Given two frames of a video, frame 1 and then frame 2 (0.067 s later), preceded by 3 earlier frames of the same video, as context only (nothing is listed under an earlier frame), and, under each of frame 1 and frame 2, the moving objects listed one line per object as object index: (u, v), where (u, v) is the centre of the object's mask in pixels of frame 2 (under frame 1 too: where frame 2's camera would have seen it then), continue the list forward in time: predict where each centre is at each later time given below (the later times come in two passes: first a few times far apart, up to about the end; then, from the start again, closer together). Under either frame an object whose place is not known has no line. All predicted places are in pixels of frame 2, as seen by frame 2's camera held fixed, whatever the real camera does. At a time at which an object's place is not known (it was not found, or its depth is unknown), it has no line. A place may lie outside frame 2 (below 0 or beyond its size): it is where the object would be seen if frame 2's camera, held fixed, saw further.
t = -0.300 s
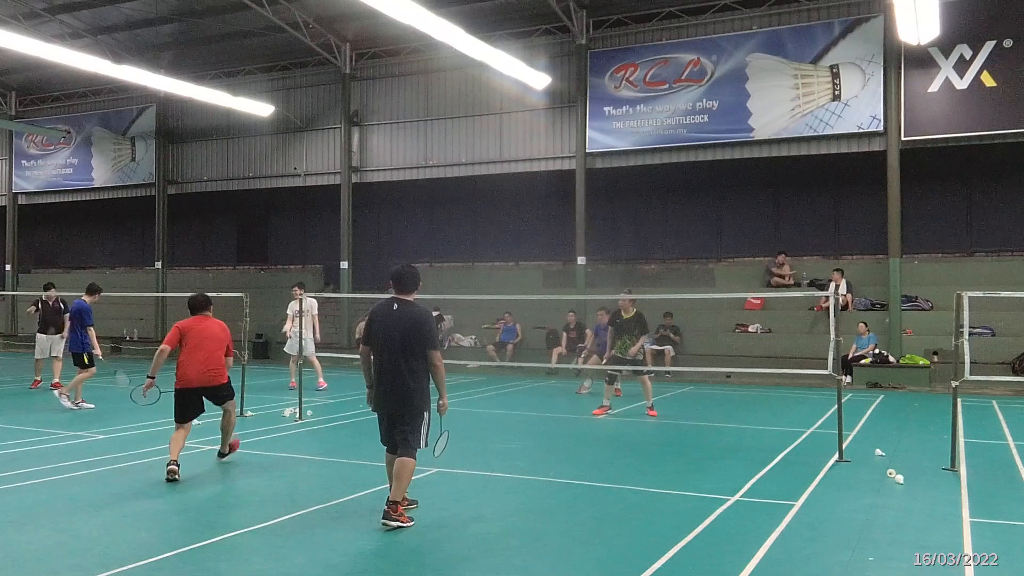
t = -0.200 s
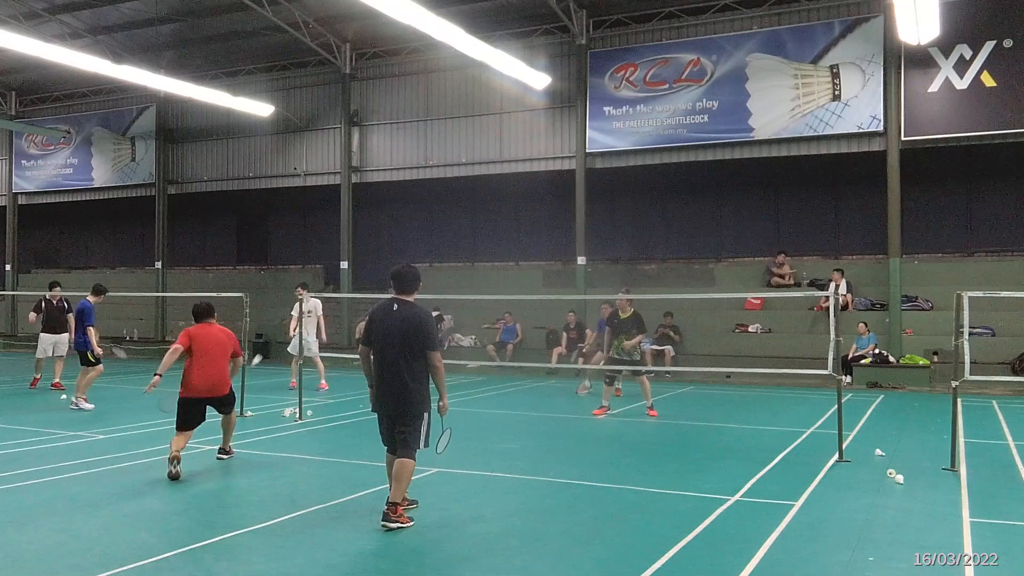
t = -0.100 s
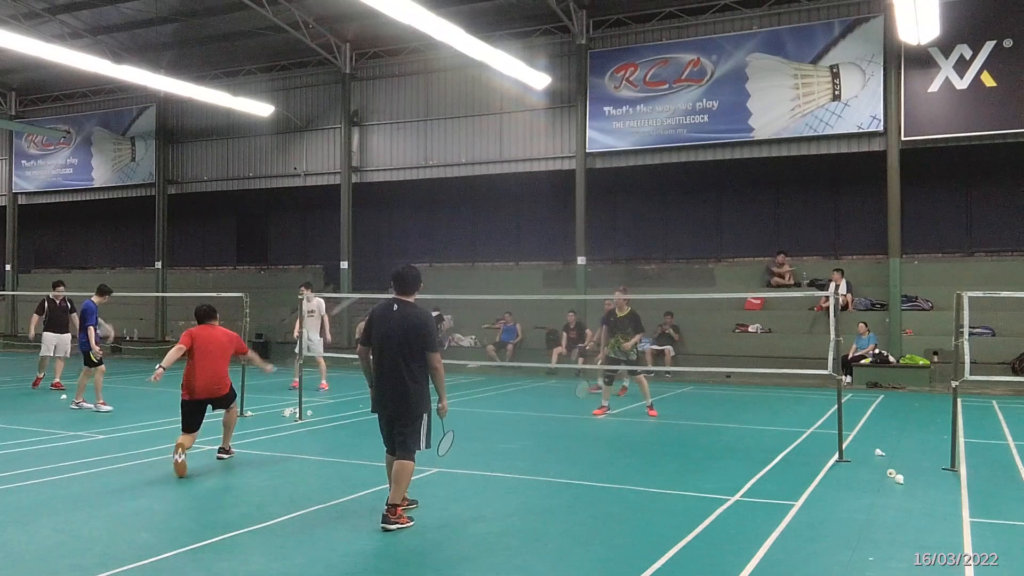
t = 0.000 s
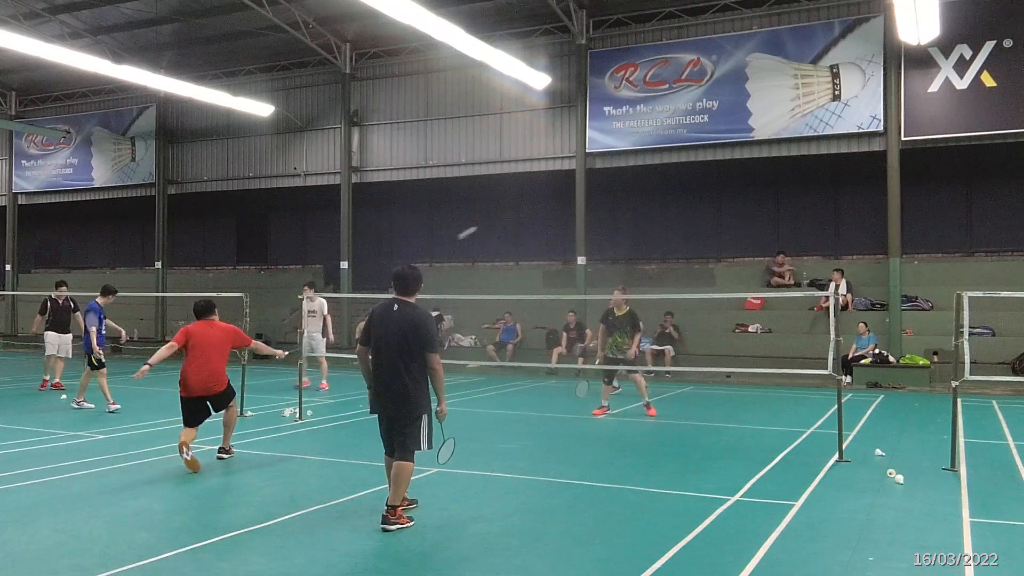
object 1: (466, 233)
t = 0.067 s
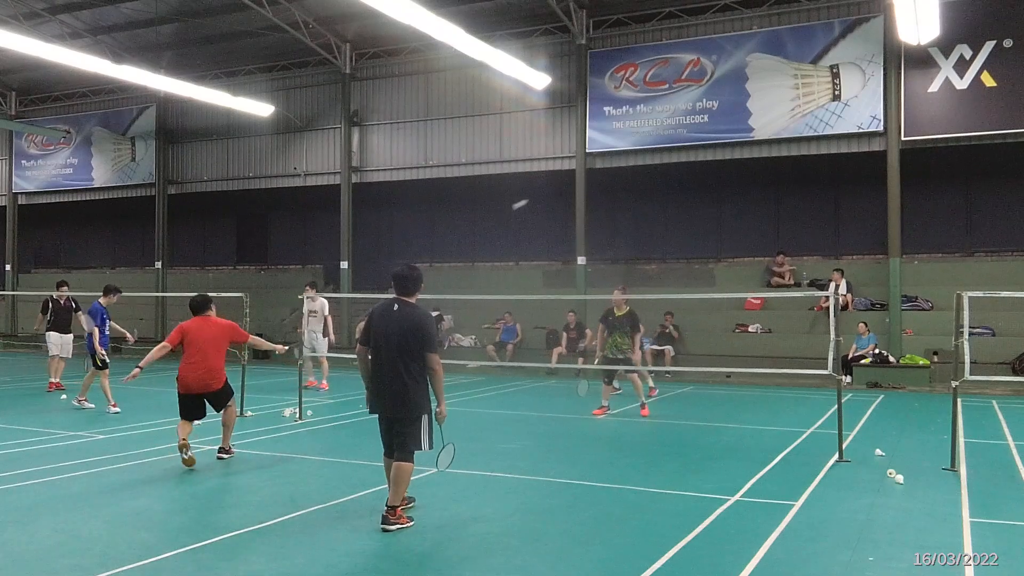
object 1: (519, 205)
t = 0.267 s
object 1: (622, 166)
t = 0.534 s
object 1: (704, 171)
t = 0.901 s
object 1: (775, 238)
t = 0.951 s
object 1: (782, 251)
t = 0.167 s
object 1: (578, 179)
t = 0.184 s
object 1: (587, 175)
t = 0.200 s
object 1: (594, 173)
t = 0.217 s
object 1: (601, 171)
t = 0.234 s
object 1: (608, 170)
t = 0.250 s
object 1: (615, 168)
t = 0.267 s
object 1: (622, 166)
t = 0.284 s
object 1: (628, 165)
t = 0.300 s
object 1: (635, 164)
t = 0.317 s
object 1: (640, 163)
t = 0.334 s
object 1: (646, 163)
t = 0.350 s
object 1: (652, 162)
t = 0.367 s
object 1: (658, 163)
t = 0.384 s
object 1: (663, 163)
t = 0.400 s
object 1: (668, 163)
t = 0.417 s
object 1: (673, 164)
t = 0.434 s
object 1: (678, 164)
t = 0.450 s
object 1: (683, 165)
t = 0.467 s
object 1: (687, 166)
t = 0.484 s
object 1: (691, 167)
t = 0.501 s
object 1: (696, 168)
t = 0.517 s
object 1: (700, 170)
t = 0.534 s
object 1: (704, 171)
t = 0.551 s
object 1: (708, 173)
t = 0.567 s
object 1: (712, 175)
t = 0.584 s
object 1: (716, 177)
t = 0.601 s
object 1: (720, 179)
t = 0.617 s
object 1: (723, 181)
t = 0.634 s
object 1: (727, 184)
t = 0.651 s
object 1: (731, 186)
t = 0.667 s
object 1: (734, 189)
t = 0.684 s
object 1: (737, 192)
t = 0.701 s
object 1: (741, 195)
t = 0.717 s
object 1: (744, 198)
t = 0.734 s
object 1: (747, 201)
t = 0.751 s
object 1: (750, 204)
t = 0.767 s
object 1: (754, 208)
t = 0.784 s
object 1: (756, 211)
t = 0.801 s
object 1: (760, 215)
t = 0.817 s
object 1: (763, 219)
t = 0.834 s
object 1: (765, 222)
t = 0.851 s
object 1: (768, 226)
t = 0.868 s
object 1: (771, 230)
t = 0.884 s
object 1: (773, 234)
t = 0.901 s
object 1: (775, 238)
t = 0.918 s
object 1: (778, 243)
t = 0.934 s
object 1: (780, 246)
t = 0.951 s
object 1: (782, 251)
